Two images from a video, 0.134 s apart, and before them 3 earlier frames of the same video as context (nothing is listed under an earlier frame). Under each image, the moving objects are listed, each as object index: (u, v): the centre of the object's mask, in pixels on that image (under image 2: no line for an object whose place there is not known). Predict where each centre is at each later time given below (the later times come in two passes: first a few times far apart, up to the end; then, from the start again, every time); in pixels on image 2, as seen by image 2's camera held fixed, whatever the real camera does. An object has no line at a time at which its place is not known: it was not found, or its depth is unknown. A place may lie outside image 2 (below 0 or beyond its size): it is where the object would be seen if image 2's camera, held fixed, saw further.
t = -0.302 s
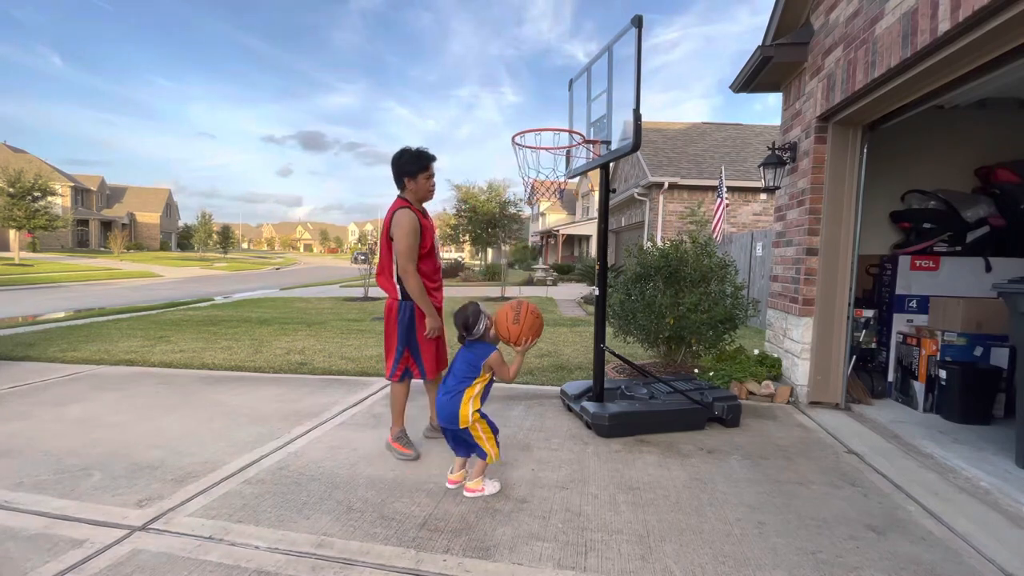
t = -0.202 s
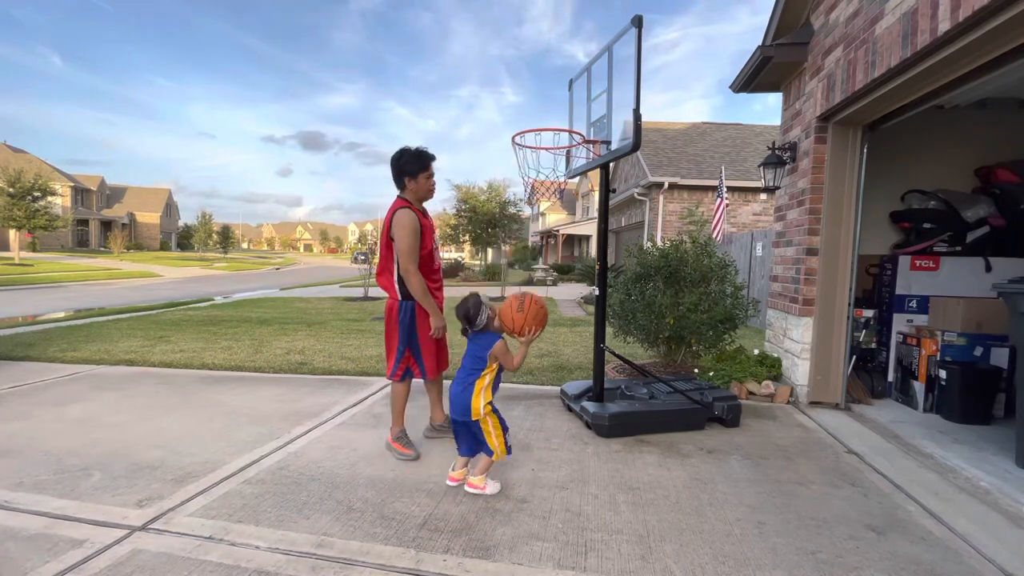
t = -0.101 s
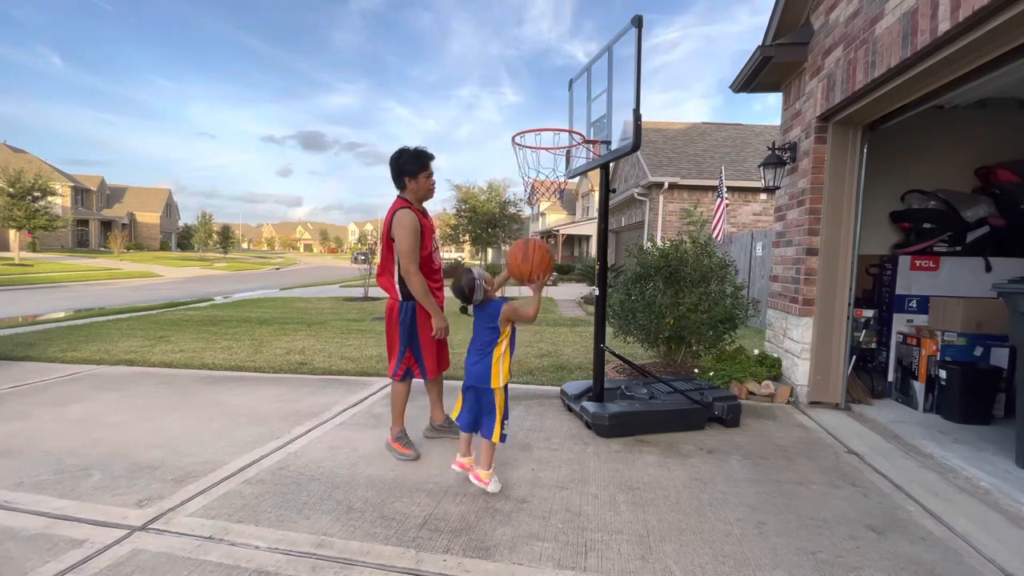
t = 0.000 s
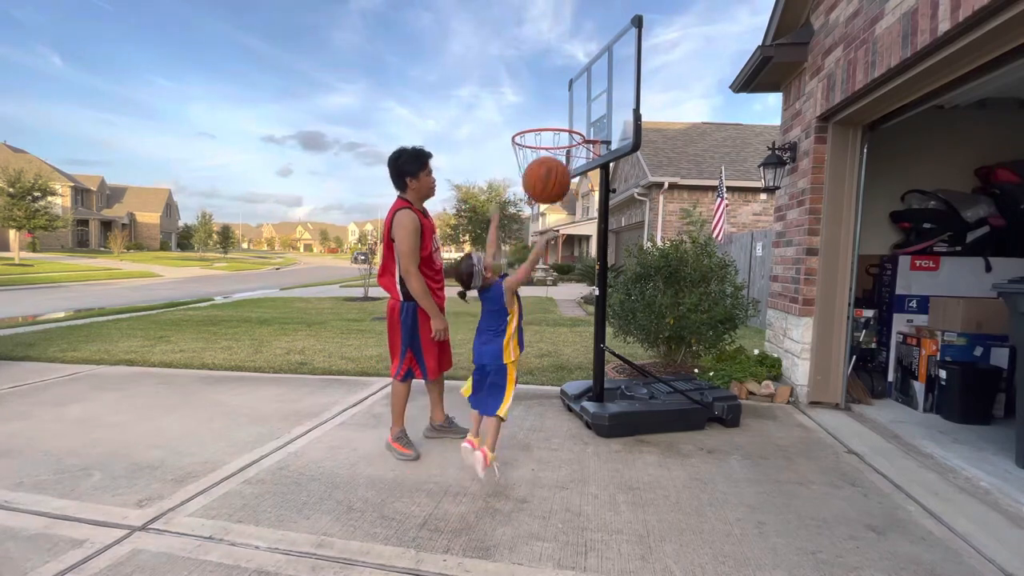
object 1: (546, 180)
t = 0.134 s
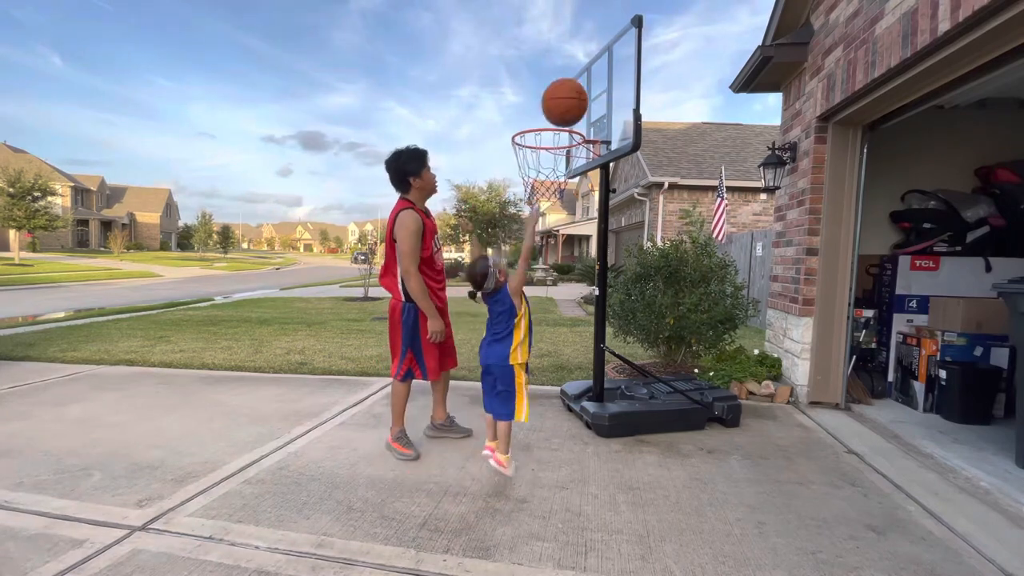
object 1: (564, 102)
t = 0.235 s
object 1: (576, 70)
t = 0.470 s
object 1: (595, 69)
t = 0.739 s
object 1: (558, 120)
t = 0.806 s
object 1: (545, 128)
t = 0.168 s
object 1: (568, 89)
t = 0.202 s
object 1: (572, 78)
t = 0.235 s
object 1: (576, 70)
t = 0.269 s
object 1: (579, 64)
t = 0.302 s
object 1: (582, 60)
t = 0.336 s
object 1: (585, 58)
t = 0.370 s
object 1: (588, 58)
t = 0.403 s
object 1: (591, 60)
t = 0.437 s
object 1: (593, 63)
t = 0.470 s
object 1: (595, 69)
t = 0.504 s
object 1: (594, 73)
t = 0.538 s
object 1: (589, 79)
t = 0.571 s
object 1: (585, 85)
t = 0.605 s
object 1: (580, 94)
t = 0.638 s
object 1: (576, 105)
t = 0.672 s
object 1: (571, 116)
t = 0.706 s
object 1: (565, 119)
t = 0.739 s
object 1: (558, 120)
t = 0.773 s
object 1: (552, 123)
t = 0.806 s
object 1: (545, 128)
